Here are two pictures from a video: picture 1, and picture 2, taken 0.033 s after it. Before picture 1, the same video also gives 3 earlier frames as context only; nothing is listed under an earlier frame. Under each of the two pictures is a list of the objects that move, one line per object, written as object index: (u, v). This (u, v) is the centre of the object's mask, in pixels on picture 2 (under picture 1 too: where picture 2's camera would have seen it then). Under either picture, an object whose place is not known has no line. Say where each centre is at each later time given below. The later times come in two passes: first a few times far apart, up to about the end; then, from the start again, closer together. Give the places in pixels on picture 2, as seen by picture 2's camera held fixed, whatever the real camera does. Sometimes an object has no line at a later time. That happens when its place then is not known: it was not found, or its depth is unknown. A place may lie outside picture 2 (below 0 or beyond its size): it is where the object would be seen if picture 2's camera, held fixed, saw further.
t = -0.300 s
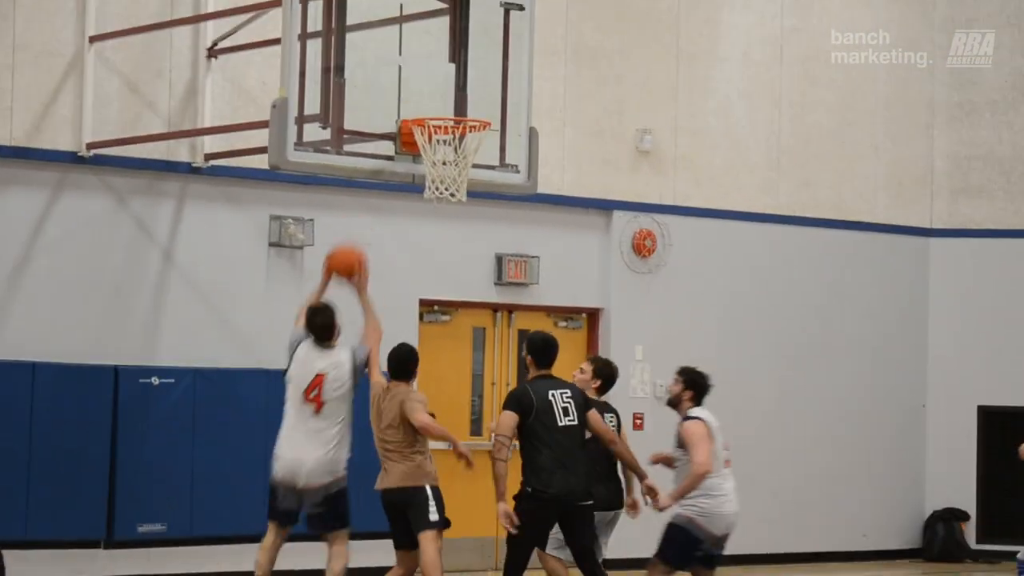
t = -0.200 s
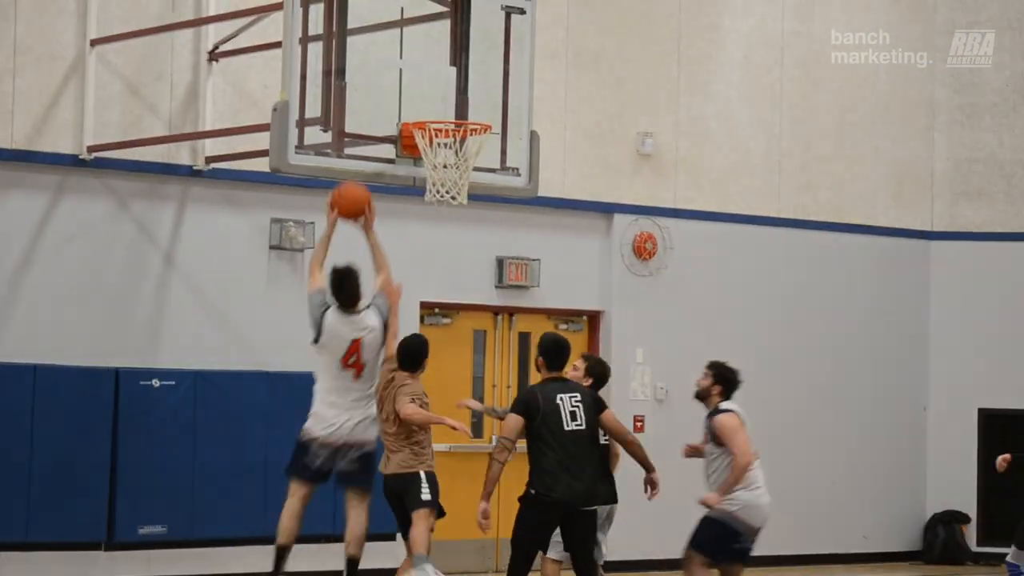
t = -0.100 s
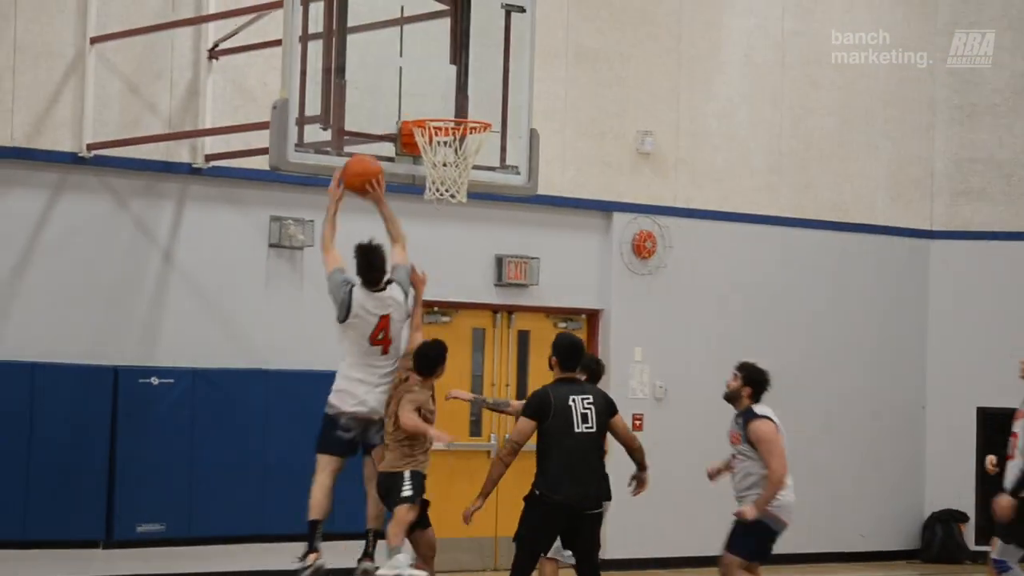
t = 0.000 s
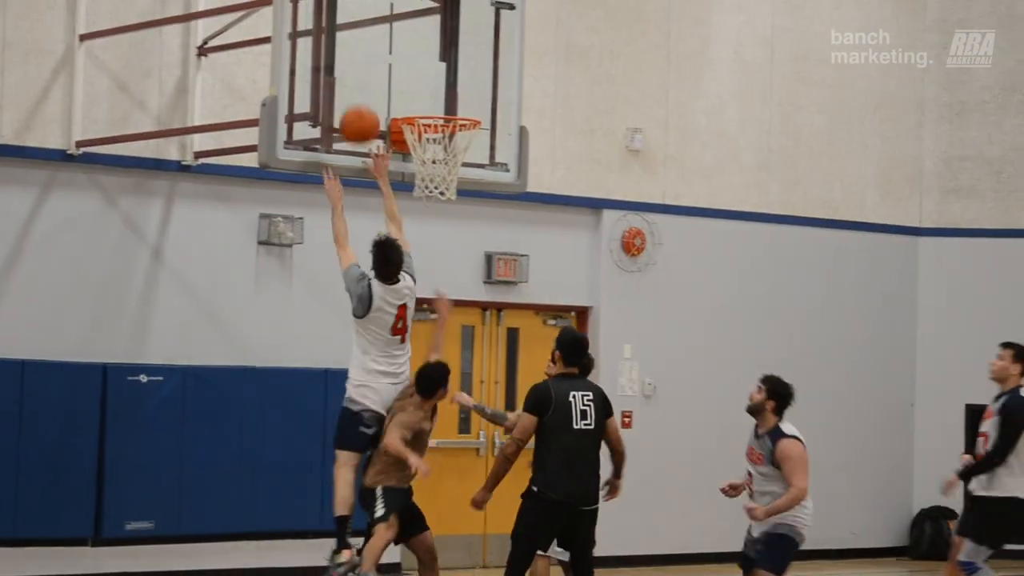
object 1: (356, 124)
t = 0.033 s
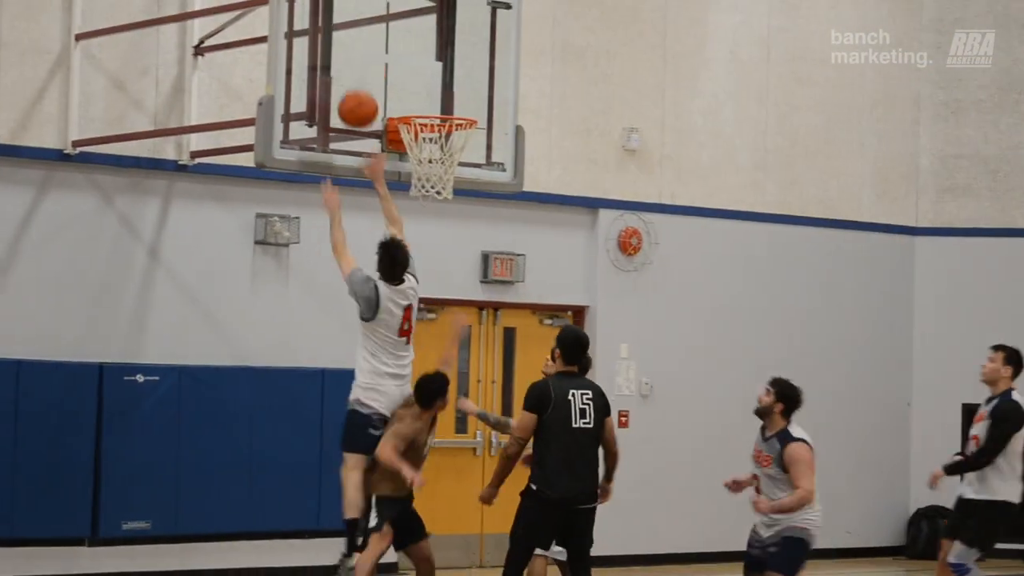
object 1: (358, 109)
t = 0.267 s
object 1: (394, 69)
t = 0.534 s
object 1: (441, 137)
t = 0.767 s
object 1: (431, 248)
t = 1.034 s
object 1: (416, 466)
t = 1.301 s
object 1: (392, 504)
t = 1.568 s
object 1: (362, 372)
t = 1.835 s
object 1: (331, 349)
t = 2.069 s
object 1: (301, 417)
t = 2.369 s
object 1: (260, 575)
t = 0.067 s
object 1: (360, 95)
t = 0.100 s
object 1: (362, 84)
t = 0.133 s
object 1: (365, 75)
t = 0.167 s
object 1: (372, 71)
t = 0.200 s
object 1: (379, 69)
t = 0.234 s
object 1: (387, 68)
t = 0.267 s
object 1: (394, 69)
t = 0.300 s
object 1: (402, 72)
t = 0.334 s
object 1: (409, 76)
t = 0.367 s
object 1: (416, 83)
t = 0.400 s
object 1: (424, 91)
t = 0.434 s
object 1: (432, 99)
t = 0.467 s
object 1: (439, 106)
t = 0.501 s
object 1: (442, 125)
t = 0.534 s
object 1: (441, 137)
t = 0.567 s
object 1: (441, 149)
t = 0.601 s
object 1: (441, 167)
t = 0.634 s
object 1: (440, 180)
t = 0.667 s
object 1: (437, 202)
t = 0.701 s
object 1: (436, 210)
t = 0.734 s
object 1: (433, 228)
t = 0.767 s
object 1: (431, 248)
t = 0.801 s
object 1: (430, 268)
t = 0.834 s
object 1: (428, 292)
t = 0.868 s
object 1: (425, 315)
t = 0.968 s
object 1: (420, 402)
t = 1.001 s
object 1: (418, 432)
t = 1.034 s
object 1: (416, 466)
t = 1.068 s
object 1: (415, 504)
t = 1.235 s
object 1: (400, 557)
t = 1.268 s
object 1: (397, 530)
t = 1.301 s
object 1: (392, 504)
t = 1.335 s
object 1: (388, 481)
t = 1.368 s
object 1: (384, 460)
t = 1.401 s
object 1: (380, 440)
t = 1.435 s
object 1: (377, 423)
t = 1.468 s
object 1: (373, 407)
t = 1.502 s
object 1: (370, 394)
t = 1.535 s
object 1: (366, 382)
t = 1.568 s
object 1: (362, 372)
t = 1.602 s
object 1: (359, 363)
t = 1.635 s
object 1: (355, 356)
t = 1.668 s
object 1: (351, 350)
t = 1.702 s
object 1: (347, 347)
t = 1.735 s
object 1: (343, 345)
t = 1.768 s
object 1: (339, 344)
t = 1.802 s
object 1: (335, 346)
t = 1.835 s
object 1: (331, 349)
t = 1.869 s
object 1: (327, 353)
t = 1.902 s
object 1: (322, 360)
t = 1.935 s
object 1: (318, 368)
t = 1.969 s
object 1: (314, 378)
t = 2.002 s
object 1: (309, 389)
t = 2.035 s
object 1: (305, 402)
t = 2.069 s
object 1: (301, 417)
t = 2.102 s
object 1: (296, 434)
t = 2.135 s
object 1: (292, 451)
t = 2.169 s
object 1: (286, 472)
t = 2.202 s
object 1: (282, 493)
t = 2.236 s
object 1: (277, 516)
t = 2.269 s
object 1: (272, 540)
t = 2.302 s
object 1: (267, 569)
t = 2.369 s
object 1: (260, 575)
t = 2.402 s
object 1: (259, 553)
